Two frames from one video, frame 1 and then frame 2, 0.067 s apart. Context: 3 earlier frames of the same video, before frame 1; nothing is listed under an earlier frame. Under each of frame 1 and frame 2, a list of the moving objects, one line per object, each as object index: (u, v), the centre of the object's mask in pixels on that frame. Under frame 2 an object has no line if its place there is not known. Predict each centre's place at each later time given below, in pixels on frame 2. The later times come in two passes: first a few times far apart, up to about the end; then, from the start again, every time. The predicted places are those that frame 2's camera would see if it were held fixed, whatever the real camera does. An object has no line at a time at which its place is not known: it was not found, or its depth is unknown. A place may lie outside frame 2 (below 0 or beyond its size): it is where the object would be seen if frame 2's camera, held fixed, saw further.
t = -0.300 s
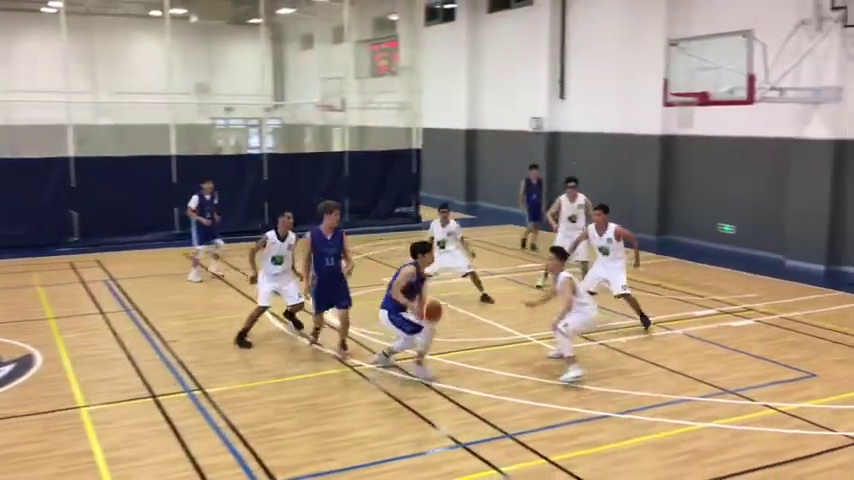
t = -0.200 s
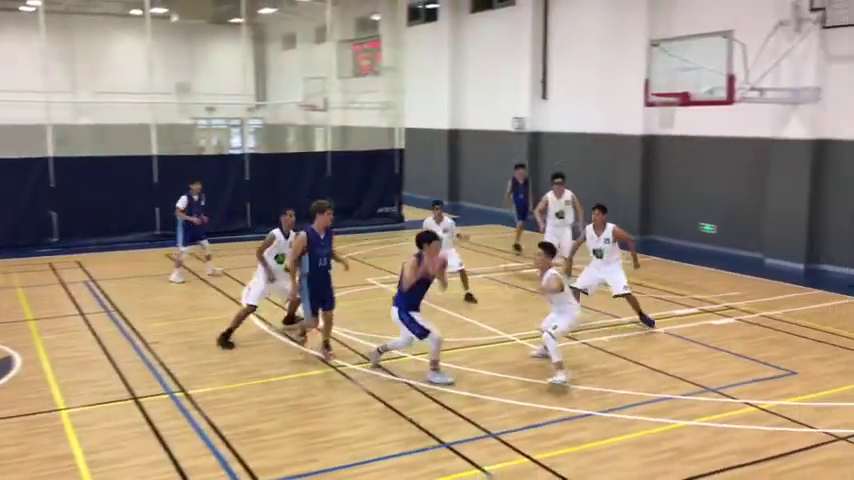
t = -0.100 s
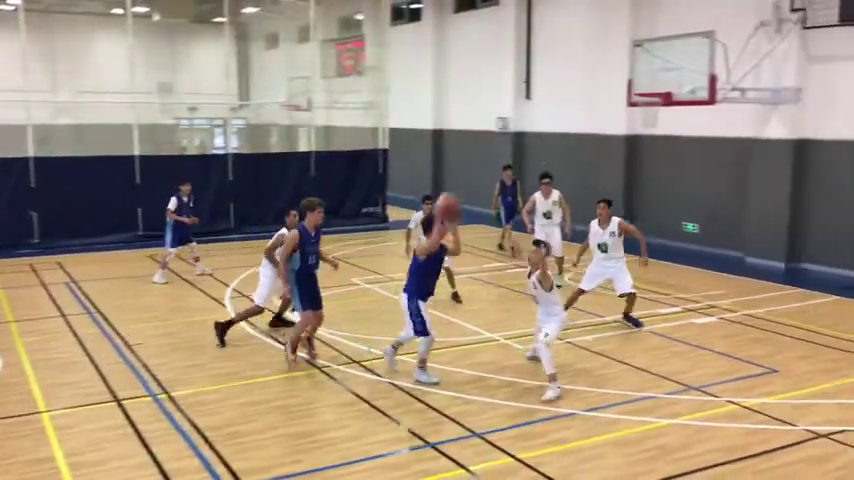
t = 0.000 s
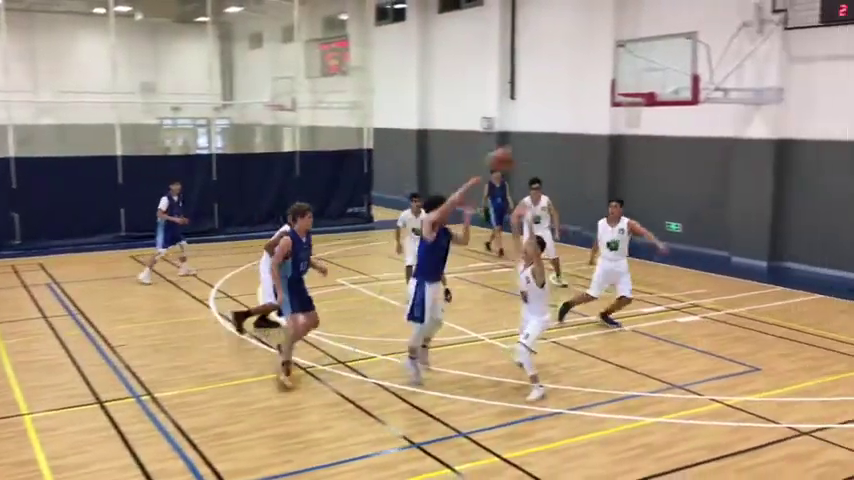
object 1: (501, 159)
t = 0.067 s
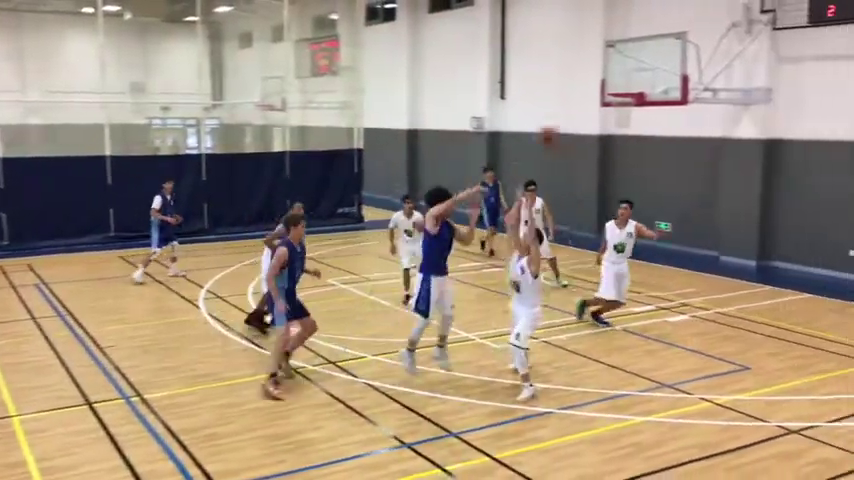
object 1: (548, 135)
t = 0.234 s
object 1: (687, 106)
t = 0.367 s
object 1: (799, 96)
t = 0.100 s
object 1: (576, 127)
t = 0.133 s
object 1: (602, 121)
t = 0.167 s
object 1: (630, 114)
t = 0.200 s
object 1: (659, 109)
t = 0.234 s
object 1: (687, 106)
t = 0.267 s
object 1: (715, 100)
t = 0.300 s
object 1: (743, 98)
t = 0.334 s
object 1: (771, 97)
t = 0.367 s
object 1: (799, 96)
